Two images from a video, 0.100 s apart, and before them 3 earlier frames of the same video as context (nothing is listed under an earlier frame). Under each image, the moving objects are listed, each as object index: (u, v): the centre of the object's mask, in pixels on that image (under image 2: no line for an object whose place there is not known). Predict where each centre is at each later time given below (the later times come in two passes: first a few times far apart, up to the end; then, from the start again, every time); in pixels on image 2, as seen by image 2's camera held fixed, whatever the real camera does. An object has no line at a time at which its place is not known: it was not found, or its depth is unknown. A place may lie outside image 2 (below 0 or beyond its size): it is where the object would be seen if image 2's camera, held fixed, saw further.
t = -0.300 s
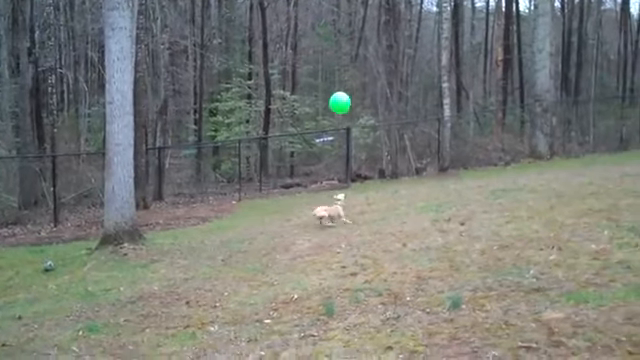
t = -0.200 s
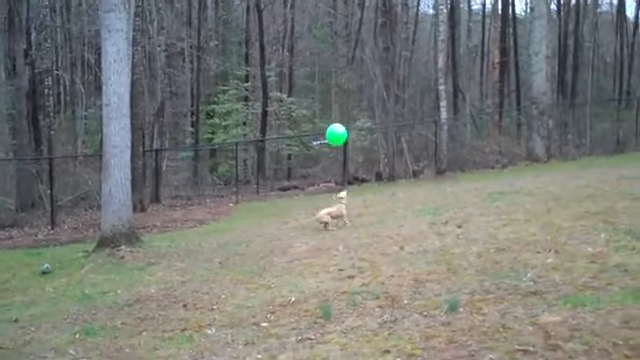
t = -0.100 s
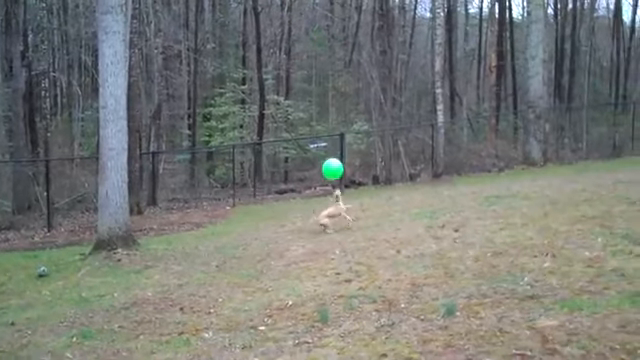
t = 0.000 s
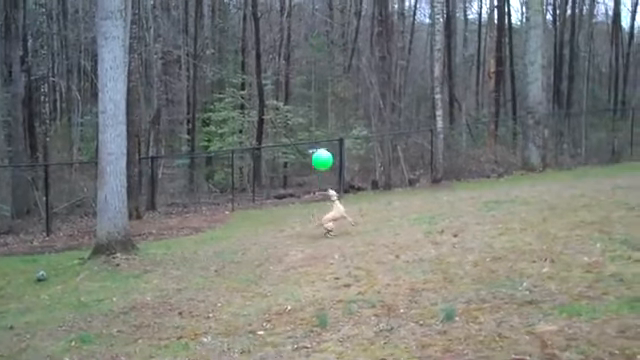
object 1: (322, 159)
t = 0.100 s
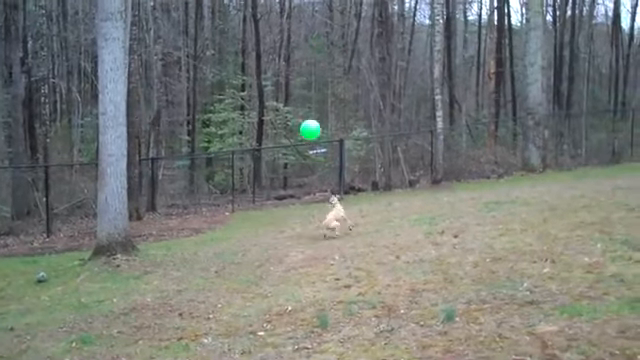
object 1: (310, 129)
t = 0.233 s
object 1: (296, 97)
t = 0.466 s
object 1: (273, 64)
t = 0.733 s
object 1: (251, 63)
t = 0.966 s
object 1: (235, 86)
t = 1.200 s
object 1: (222, 130)
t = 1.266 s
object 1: (219, 145)
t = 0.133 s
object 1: (306, 121)
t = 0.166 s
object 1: (303, 112)
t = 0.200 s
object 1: (299, 104)
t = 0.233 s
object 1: (296, 97)
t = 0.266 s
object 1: (292, 90)
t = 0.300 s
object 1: (289, 84)
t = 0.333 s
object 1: (286, 79)
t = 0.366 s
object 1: (282, 74)
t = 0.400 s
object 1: (279, 70)
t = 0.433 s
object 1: (276, 67)
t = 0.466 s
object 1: (273, 64)
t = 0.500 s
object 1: (270, 63)
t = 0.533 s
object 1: (267, 61)
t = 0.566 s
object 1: (265, 61)
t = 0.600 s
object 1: (261, 60)
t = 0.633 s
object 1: (259, 60)
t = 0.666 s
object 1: (257, 60)
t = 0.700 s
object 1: (254, 61)
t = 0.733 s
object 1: (251, 63)
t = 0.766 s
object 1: (249, 64)
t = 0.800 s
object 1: (246, 67)
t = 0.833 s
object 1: (244, 70)
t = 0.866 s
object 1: (242, 73)
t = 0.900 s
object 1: (239, 77)
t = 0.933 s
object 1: (237, 81)
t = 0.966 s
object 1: (235, 86)
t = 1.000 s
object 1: (233, 90)
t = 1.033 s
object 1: (231, 96)
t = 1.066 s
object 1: (229, 102)
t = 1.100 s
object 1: (227, 108)
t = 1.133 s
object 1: (225, 115)
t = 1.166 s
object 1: (223, 122)
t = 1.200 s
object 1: (222, 130)
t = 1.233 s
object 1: (220, 137)
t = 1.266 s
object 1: (219, 145)
